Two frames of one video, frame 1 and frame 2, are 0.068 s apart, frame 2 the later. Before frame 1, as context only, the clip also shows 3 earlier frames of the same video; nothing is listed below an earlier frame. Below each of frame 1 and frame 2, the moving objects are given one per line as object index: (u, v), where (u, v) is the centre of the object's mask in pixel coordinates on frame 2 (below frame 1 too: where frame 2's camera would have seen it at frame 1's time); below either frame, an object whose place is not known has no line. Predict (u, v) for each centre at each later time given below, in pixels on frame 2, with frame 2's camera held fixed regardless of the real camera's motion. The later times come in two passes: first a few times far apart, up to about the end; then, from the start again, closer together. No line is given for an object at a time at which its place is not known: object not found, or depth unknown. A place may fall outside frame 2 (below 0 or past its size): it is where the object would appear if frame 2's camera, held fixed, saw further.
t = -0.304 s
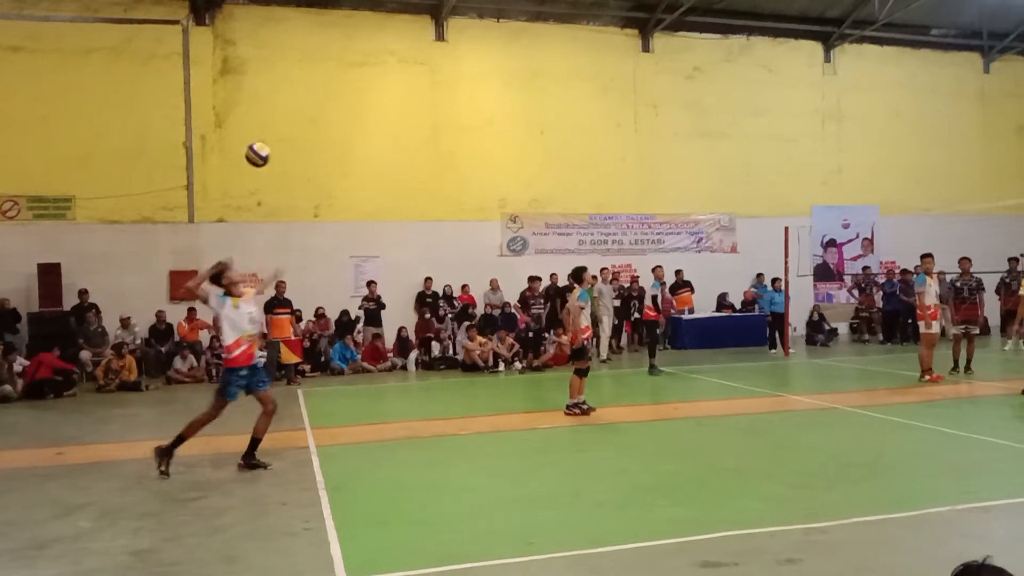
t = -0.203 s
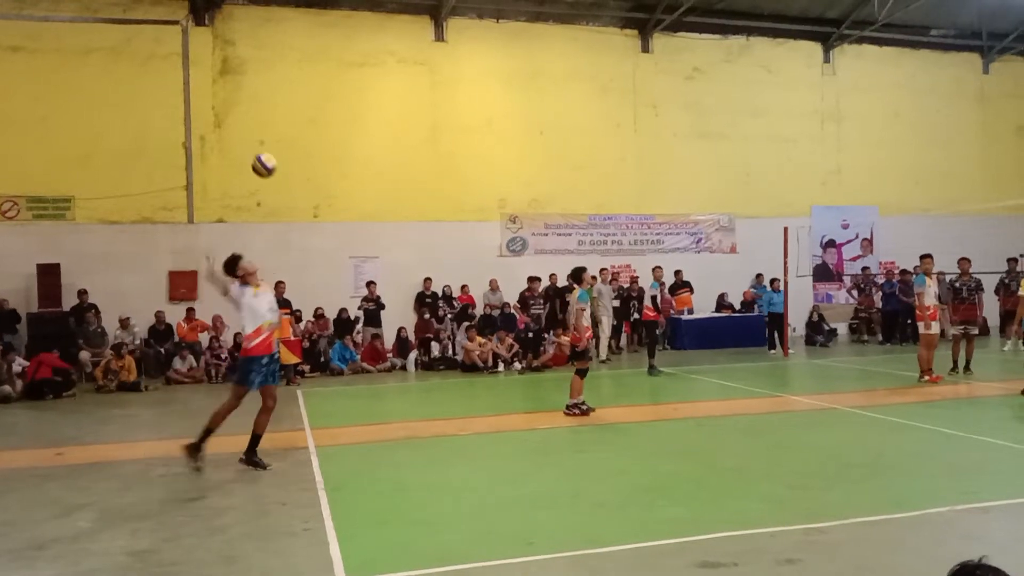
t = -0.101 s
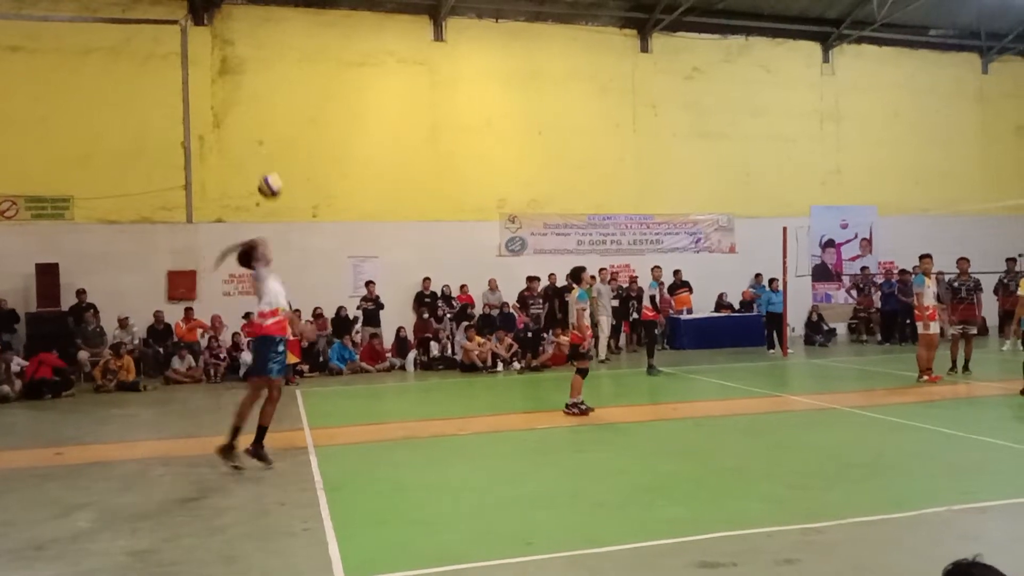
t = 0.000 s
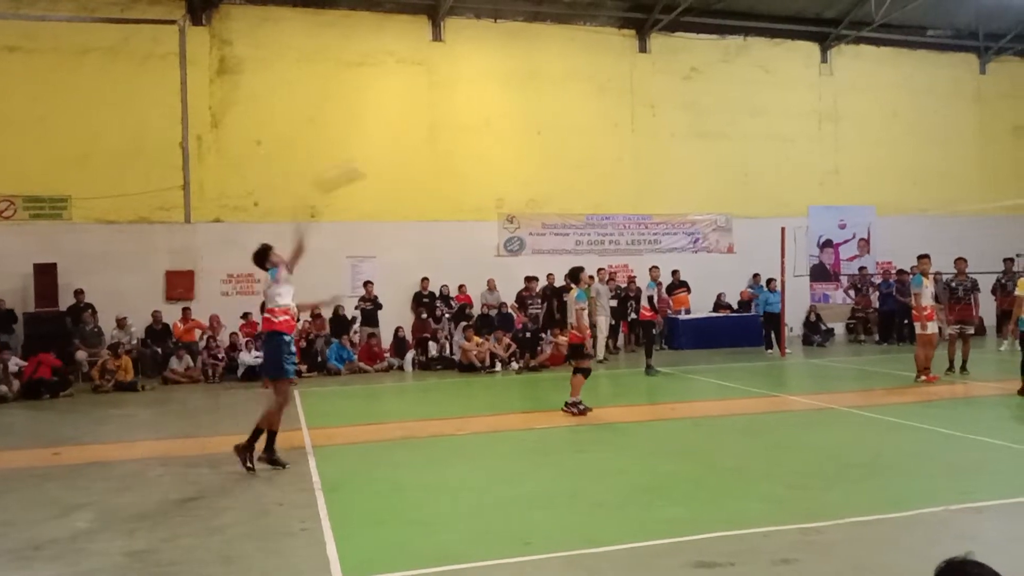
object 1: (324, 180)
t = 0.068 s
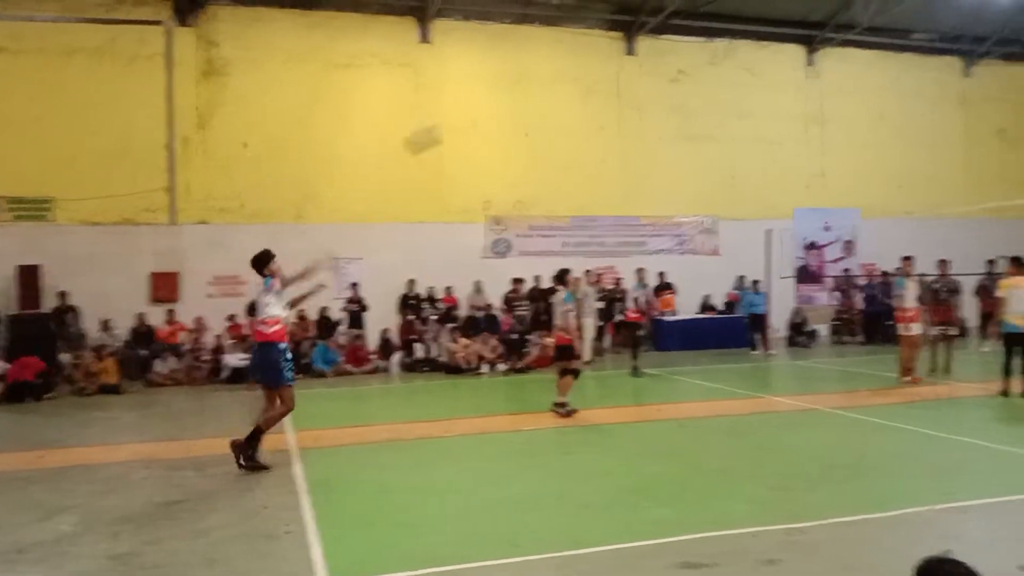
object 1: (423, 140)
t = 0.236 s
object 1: (631, 70)
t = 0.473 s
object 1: (868, 26)
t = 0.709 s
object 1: (1062, 39)
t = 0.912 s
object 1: (1204, 83)
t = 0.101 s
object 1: (468, 124)
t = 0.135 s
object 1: (511, 110)
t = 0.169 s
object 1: (553, 96)
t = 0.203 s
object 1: (593, 83)
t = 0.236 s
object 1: (631, 70)
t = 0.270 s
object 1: (668, 61)
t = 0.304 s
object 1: (704, 52)
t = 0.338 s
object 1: (740, 44)
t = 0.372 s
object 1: (773, 37)
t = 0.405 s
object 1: (806, 34)
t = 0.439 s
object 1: (837, 30)
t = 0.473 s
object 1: (868, 26)
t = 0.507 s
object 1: (899, 25)
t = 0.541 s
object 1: (927, 25)
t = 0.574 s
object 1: (955, 26)
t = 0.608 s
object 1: (982, 28)
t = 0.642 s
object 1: (1009, 30)
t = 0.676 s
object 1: (1036, 34)
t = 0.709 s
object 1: (1062, 39)
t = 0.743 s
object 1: (1087, 45)
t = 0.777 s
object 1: (1112, 50)
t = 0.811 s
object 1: (1135, 56)
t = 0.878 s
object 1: (1181, 75)
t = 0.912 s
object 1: (1204, 83)
